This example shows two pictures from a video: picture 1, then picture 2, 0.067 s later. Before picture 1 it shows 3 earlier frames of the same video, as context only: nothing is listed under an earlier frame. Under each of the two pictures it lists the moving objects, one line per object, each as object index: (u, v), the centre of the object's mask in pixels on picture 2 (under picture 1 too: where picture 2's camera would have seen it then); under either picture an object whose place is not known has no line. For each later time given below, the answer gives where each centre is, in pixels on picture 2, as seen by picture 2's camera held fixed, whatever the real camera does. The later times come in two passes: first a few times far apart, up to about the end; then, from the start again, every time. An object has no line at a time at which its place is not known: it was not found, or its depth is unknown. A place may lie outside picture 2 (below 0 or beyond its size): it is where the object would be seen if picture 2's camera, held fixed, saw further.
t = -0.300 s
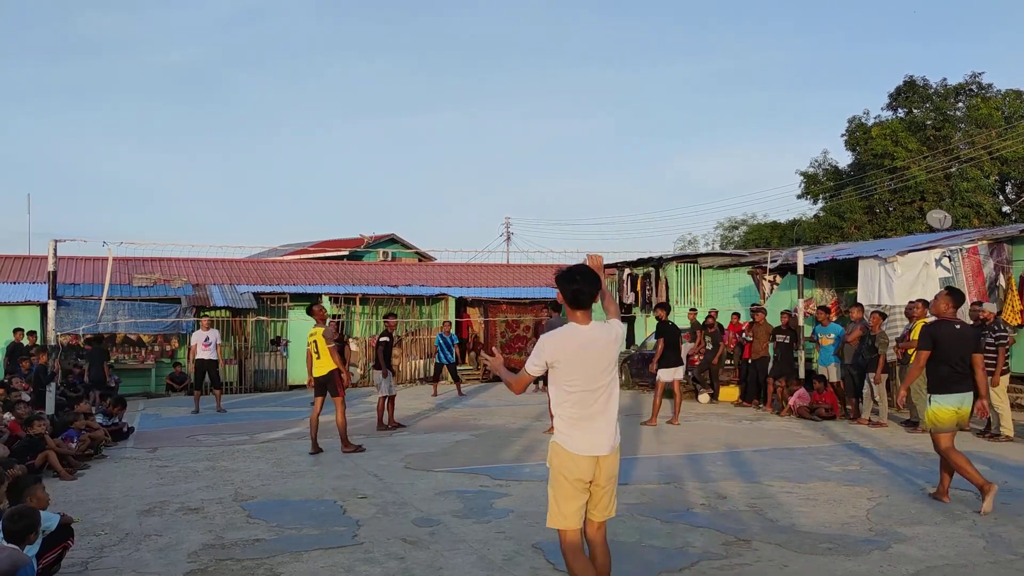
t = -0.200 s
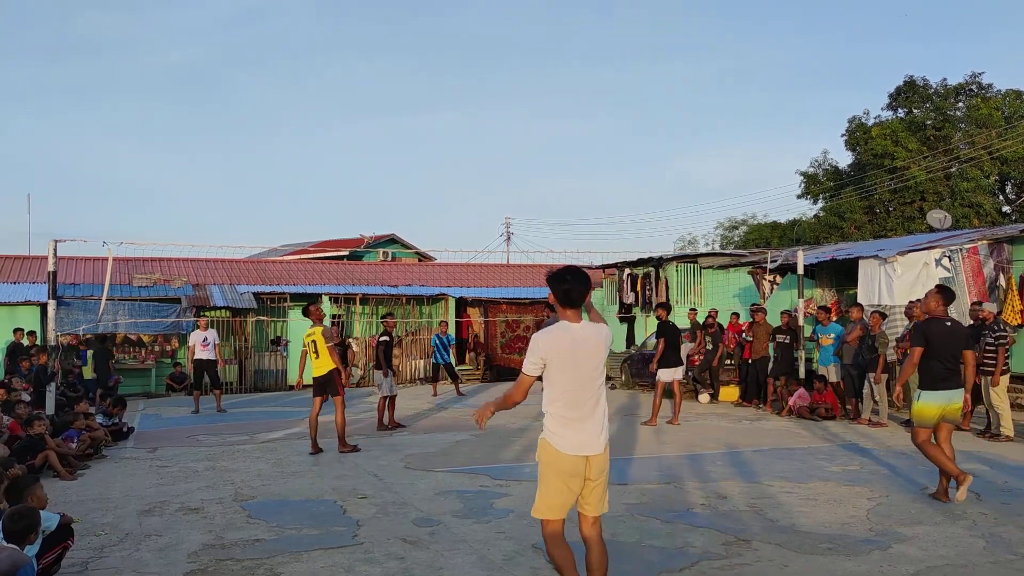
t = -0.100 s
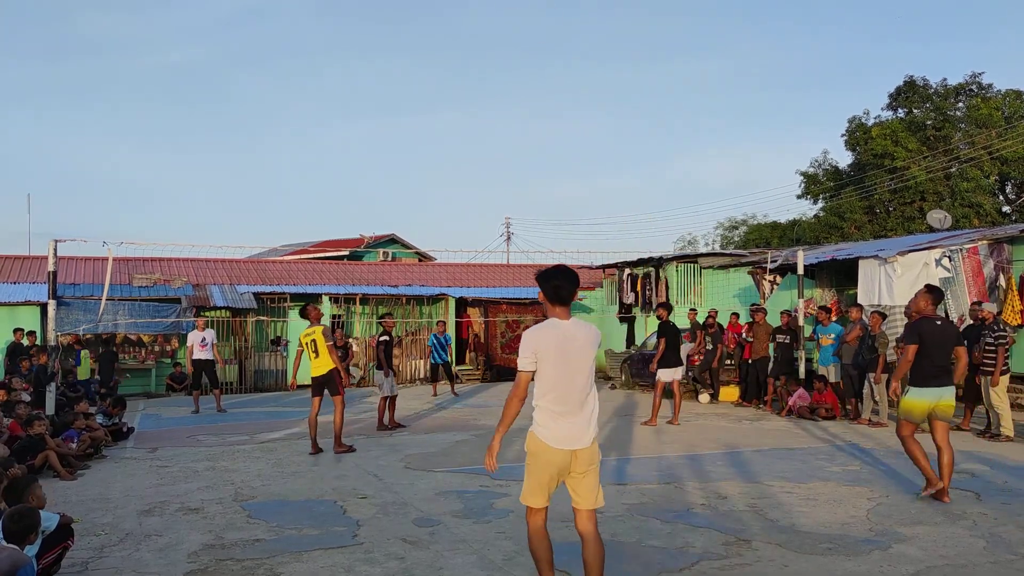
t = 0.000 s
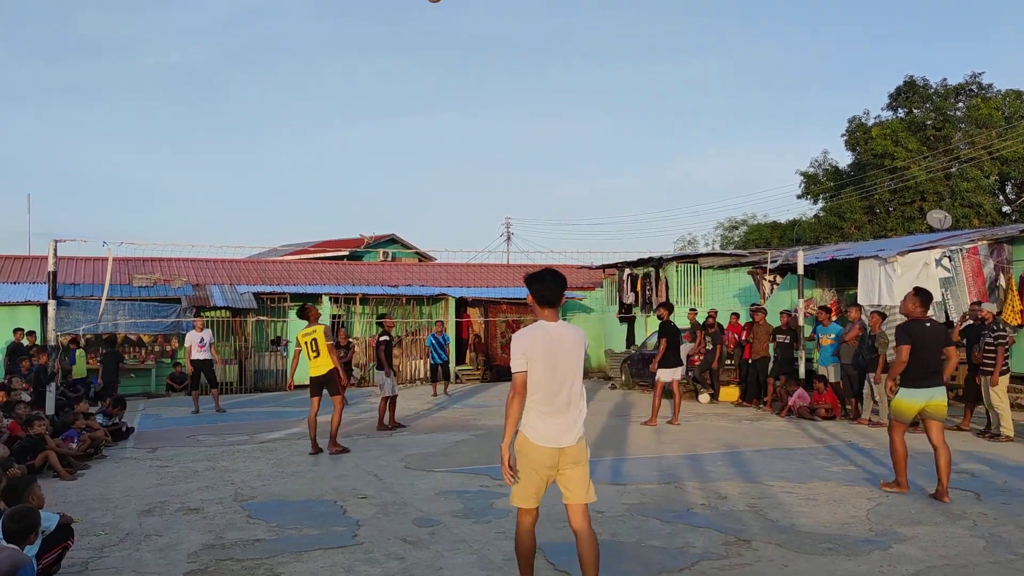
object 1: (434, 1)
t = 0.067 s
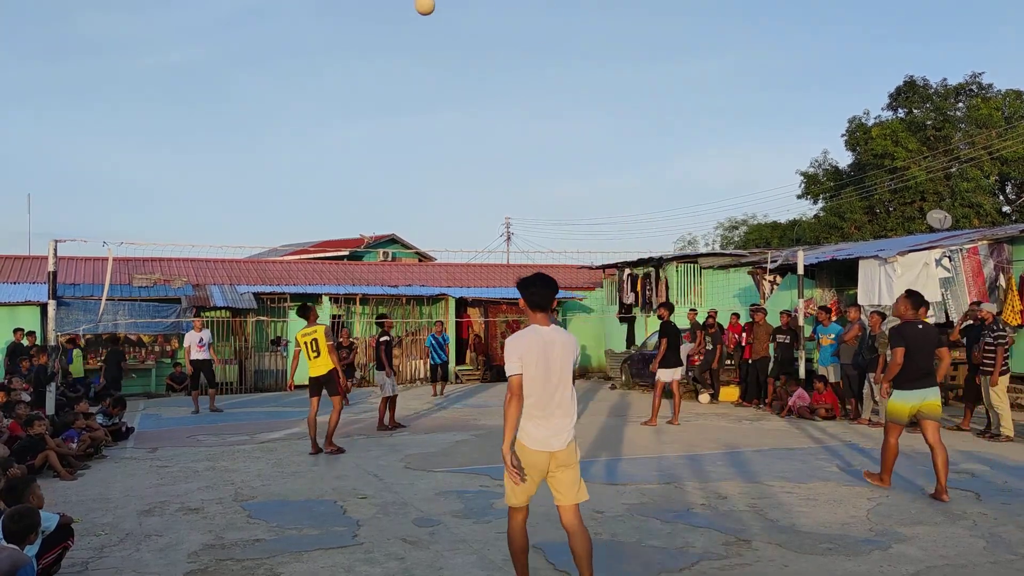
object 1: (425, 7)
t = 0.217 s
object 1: (409, 45)
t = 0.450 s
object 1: (392, 125)
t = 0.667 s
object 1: (379, 211)
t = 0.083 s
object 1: (423, 9)
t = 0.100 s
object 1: (421, 13)
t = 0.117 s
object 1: (419, 17)
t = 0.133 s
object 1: (417, 22)
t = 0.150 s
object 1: (415, 26)
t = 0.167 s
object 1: (413, 31)
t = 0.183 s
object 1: (411, 35)
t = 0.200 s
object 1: (410, 40)
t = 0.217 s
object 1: (409, 45)
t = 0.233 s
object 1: (407, 51)
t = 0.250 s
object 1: (406, 56)
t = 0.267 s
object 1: (404, 61)
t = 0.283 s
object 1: (403, 66)
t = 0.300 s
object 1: (401, 72)
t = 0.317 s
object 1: (400, 77)
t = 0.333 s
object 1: (399, 83)
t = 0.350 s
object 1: (398, 88)
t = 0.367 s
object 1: (397, 94)
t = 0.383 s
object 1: (396, 100)
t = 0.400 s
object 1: (394, 106)
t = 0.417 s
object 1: (393, 112)
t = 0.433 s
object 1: (392, 119)
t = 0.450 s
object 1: (392, 125)
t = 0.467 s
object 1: (390, 131)
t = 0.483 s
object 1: (389, 137)
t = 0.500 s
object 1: (388, 144)
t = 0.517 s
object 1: (387, 150)
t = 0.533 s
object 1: (387, 157)
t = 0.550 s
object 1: (385, 163)
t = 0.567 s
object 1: (384, 170)
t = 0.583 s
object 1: (384, 177)
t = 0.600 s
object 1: (383, 184)
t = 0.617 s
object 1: (382, 190)
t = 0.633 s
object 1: (381, 197)
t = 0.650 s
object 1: (380, 204)
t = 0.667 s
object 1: (379, 211)
